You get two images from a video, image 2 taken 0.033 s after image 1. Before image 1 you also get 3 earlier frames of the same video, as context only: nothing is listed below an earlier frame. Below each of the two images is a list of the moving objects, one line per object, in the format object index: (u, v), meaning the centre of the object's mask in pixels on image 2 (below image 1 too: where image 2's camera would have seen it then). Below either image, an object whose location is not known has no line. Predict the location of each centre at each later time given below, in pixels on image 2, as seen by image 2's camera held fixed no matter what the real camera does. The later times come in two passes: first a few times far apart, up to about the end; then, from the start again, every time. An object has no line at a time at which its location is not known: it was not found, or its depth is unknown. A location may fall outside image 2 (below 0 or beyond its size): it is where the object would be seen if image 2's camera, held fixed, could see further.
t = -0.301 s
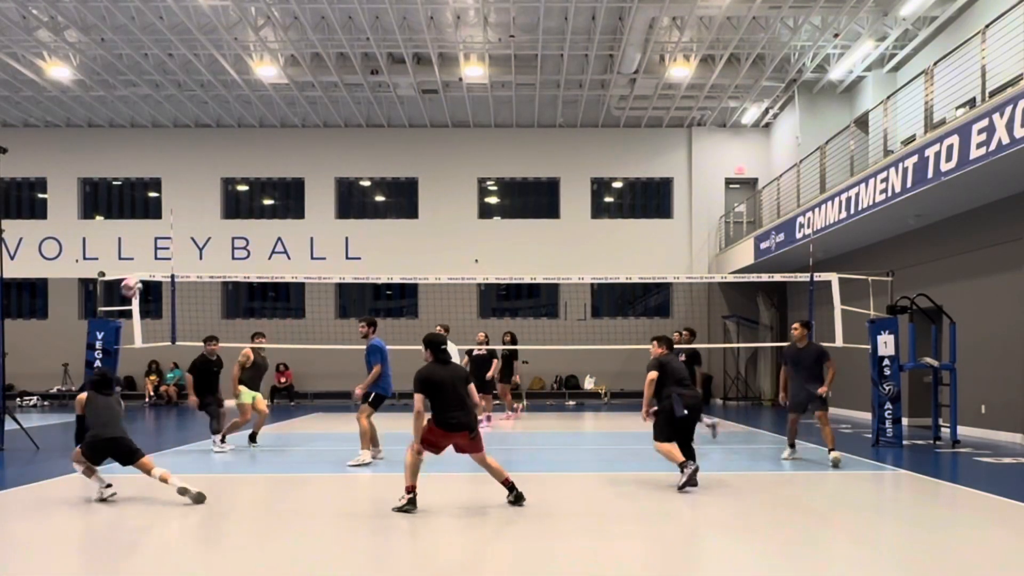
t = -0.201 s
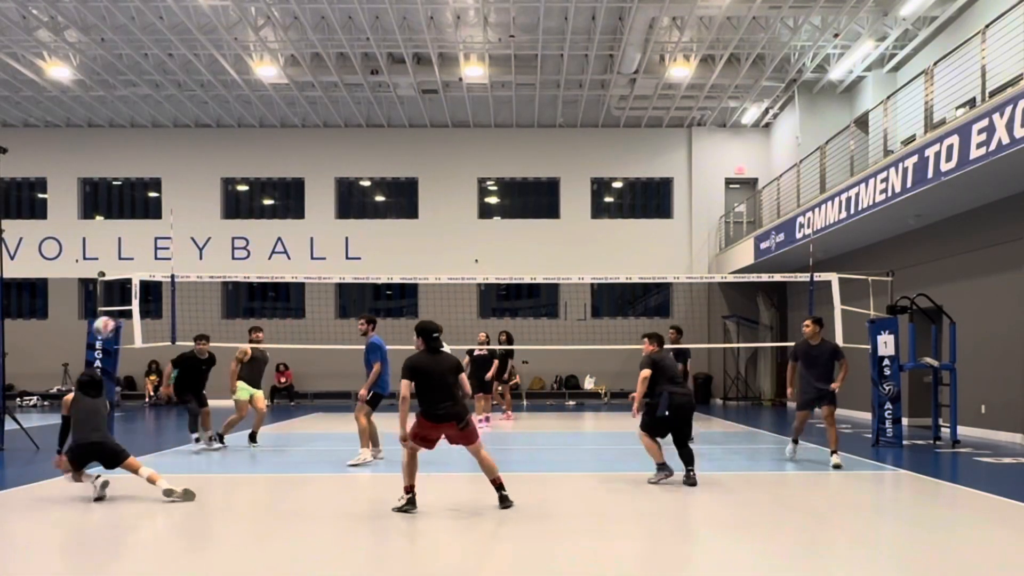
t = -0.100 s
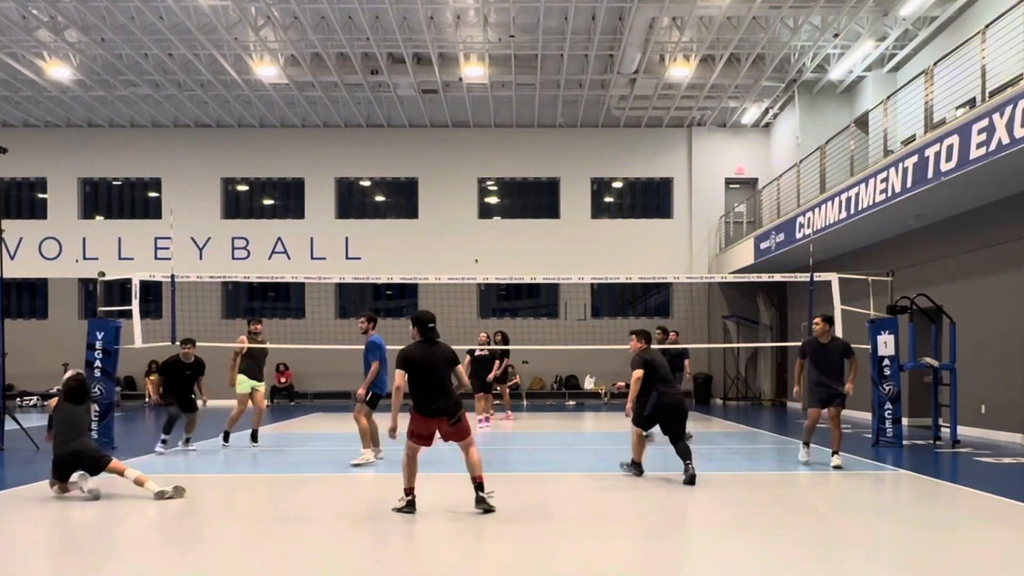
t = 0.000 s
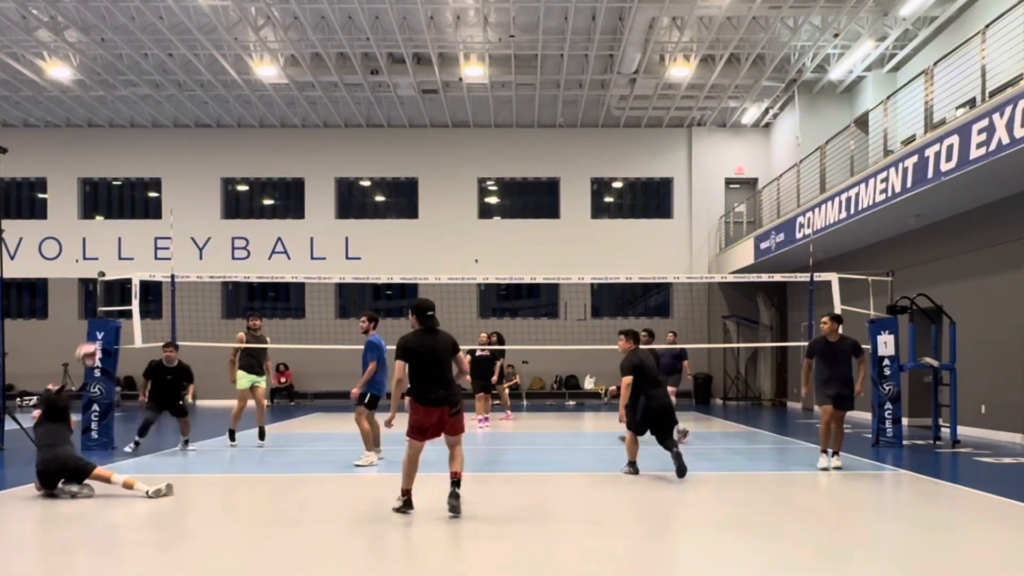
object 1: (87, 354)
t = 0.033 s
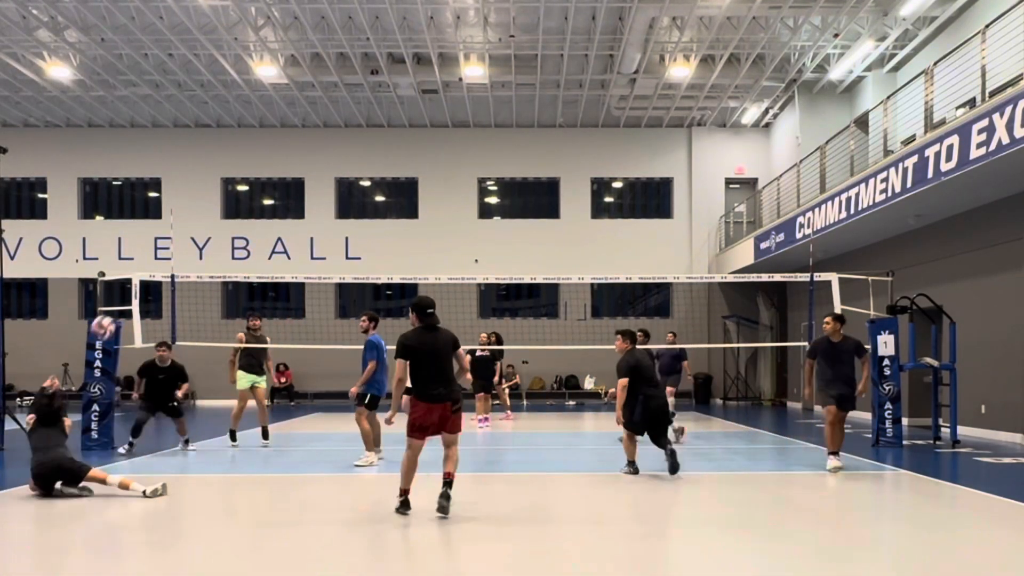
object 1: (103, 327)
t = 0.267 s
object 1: (200, 186)
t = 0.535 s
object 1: (299, 108)
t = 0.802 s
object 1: (386, 96)
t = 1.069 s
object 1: (464, 143)
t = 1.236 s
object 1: (507, 198)
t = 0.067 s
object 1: (117, 303)
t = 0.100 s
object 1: (131, 280)
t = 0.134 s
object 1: (145, 259)
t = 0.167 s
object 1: (160, 239)
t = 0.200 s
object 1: (173, 220)
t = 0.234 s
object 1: (187, 202)
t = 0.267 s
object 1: (200, 186)
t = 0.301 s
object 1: (212, 173)
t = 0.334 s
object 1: (226, 160)
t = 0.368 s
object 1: (239, 148)
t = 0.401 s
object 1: (251, 137)
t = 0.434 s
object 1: (263, 128)
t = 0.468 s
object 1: (275, 120)
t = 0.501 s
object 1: (287, 113)
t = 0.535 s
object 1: (299, 108)
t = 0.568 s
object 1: (311, 102)
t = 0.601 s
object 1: (322, 99)
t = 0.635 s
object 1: (333, 95)
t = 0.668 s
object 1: (344, 93)
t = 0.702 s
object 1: (355, 93)
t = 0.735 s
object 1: (366, 93)
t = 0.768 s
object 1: (376, 94)
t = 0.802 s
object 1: (386, 96)
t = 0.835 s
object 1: (397, 99)
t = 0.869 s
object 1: (407, 102)
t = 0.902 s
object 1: (417, 108)
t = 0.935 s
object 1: (426, 113)
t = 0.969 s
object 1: (436, 120)
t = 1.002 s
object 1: (445, 126)
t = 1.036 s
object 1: (455, 134)
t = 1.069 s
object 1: (464, 143)
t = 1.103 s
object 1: (473, 153)
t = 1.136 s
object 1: (481, 163)
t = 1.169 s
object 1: (490, 174)
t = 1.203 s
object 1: (498, 186)
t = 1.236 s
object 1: (507, 198)
